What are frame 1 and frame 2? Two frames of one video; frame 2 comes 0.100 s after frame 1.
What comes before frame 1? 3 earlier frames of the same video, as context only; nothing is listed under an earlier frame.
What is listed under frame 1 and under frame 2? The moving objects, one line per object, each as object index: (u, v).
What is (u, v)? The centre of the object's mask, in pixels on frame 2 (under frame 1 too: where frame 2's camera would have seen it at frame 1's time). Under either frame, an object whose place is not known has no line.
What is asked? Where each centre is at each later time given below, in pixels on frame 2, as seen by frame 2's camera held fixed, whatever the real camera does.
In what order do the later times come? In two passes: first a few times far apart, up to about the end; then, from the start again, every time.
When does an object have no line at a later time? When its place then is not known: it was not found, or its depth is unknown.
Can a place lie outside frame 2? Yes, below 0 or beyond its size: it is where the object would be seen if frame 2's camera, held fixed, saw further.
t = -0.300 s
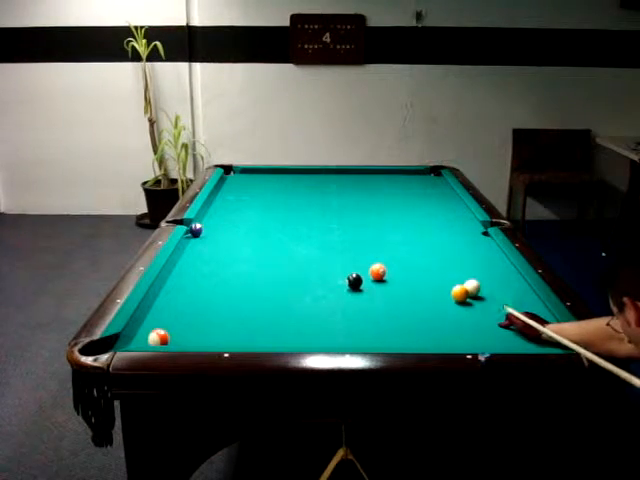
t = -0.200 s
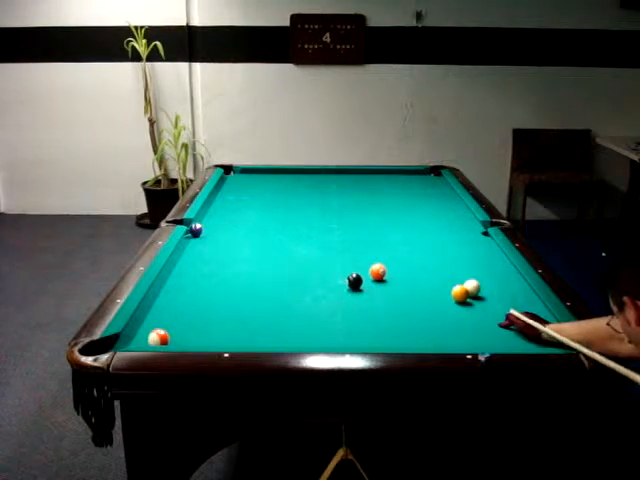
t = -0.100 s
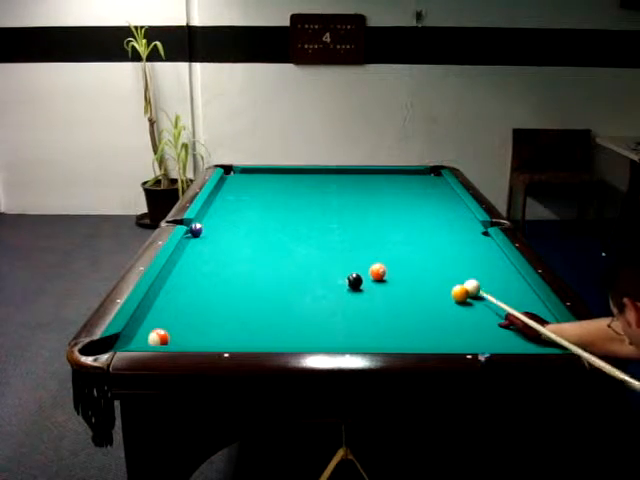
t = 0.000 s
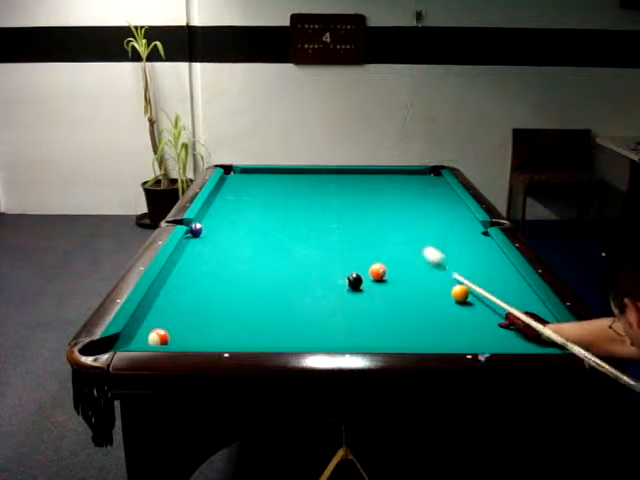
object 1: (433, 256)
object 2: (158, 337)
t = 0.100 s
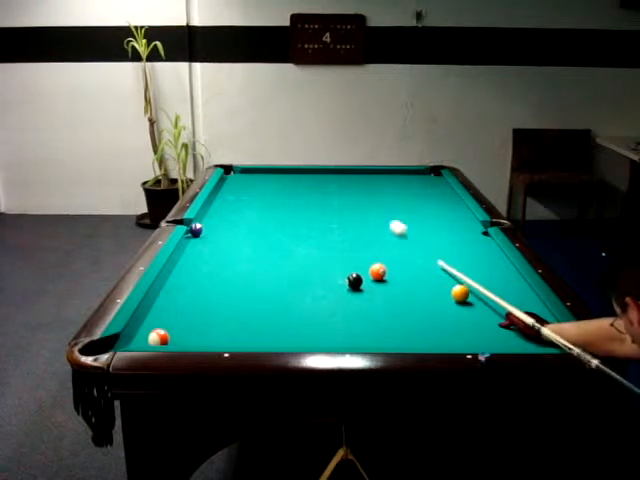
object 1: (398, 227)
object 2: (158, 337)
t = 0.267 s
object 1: (357, 195)
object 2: (158, 337)
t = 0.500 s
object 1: (321, 172)
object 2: (158, 337)
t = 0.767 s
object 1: (296, 190)
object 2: (158, 337)
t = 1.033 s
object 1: (266, 209)
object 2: (158, 337)
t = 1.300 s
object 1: (228, 233)
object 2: (158, 337)
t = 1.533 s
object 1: (187, 260)
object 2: (158, 337)
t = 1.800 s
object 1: (168, 293)
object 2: (158, 337)
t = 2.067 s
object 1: (173, 331)
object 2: (157, 337)
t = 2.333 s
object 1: (227, 339)
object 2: (125, 339)
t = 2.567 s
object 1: (283, 331)
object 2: (131, 339)
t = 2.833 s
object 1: (341, 321)
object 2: (143, 339)
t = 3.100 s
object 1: (393, 311)
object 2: (153, 340)
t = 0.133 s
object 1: (388, 220)
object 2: (158, 337)
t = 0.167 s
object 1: (379, 213)
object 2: (158, 337)
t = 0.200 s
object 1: (371, 207)
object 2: (158, 337)
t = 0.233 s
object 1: (364, 201)
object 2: (158, 337)
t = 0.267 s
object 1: (357, 195)
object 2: (158, 337)
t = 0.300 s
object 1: (351, 191)
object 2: (158, 337)
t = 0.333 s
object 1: (344, 185)
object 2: (158, 337)
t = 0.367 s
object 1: (338, 181)
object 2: (158, 337)
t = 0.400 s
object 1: (333, 177)
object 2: (158, 337)
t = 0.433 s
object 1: (328, 173)
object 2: (158, 337)
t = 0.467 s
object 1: (324, 170)
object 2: (158, 337)
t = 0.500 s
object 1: (321, 172)
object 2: (158, 337)
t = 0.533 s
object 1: (318, 174)
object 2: (158, 337)
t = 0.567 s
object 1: (315, 177)
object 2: (158, 337)
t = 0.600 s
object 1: (312, 179)
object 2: (158, 337)
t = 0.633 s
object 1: (309, 181)
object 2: (158, 337)
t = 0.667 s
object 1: (306, 183)
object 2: (158, 337)
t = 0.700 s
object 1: (303, 185)
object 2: (158, 337)
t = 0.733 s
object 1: (299, 187)
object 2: (158, 337)
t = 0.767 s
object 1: (296, 190)
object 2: (158, 337)
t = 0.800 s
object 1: (293, 191)
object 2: (158, 337)
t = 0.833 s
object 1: (289, 194)
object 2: (158, 337)
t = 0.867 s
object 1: (286, 196)
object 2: (158, 337)
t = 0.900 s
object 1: (281, 199)
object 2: (158, 337)
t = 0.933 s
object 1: (278, 202)
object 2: (158, 337)
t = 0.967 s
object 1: (274, 204)
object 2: (158, 337)
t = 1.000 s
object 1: (270, 207)
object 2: (158, 337)
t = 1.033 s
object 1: (266, 209)
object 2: (158, 337)
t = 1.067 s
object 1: (262, 212)
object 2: (158, 337)
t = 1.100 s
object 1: (257, 215)
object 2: (158, 337)
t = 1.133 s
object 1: (252, 217)
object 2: (158, 337)
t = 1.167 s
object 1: (248, 221)
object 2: (158, 337)
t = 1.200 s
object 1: (243, 223)
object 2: (158, 337)
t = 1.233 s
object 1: (238, 227)
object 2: (158, 337)
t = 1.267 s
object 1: (233, 230)
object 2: (158, 337)
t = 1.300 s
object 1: (228, 233)
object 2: (158, 337)
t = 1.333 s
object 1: (223, 237)
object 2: (158, 337)
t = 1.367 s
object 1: (217, 240)
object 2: (158, 337)
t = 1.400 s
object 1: (212, 244)
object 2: (158, 337)
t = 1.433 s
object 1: (206, 248)
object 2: (158, 337)
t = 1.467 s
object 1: (200, 251)
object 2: (158, 337)
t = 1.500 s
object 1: (193, 256)
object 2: (158, 337)
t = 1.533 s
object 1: (187, 260)
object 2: (158, 337)
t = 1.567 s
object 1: (180, 264)
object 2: (158, 337)
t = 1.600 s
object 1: (173, 269)
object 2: (158, 337)
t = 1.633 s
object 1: (167, 273)
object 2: (158, 337)
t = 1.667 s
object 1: (167, 277)
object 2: (158, 337)
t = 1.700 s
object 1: (167, 281)
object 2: (158, 337)
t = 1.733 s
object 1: (168, 285)
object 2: (158, 337)
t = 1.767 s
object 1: (168, 289)
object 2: (158, 337)
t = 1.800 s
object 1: (168, 293)
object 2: (158, 337)
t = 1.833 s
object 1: (168, 298)
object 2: (158, 337)
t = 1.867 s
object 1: (169, 303)
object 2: (158, 337)
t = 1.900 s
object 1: (169, 307)
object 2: (158, 337)
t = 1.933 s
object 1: (169, 311)
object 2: (158, 337)
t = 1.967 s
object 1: (170, 316)
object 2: (158, 337)
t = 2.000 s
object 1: (171, 321)
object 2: (158, 337)
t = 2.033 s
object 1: (171, 326)
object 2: (158, 337)
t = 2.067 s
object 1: (173, 331)
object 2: (157, 337)
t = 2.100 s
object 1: (178, 333)
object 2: (151, 339)
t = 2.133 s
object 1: (184, 335)
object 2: (146, 341)
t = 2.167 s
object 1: (190, 336)
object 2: (141, 340)
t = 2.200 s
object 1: (196, 338)
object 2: (137, 340)
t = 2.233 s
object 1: (203, 340)
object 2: (134, 340)
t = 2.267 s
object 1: (210, 341)
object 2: (131, 340)
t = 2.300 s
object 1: (219, 340)
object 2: (128, 339)
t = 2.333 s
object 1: (227, 339)
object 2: (125, 339)
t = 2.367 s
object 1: (235, 338)
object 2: (122, 338)
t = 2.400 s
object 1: (244, 337)
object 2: (123, 339)
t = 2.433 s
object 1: (252, 336)
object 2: (125, 339)
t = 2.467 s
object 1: (259, 334)
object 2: (126, 339)
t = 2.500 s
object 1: (268, 334)
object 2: (128, 339)
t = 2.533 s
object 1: (275, 332)
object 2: (130, 339)
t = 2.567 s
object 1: (283, 331)
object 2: (131, 339)
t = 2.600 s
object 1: (290, 330)
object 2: (133, 339)
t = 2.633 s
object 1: (298, 328)
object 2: (134, 339)
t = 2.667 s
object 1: (305, 328)
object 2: (135, 339)
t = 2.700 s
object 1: (313, 326)
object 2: (137, 339)
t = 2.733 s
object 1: (320, 324)
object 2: (138, 339)
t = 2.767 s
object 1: (327, 323)
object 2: (140, 339)
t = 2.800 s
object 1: (334, 322)
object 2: (142, 340)
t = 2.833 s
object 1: (341, 321)
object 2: (143, 339)
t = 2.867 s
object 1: (347, 320)
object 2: (144, 340)
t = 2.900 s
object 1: (354, 318)
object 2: (145, 340)
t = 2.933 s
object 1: (361, 317)
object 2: (147, 340)
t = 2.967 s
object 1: (368, 316)
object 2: (148, 340)
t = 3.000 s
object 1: (374, 315)
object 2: (150, 340)
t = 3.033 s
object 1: (380, 314)
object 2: (151, 340)
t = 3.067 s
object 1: (386, 312)
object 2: (153, 340)
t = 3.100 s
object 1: (393, 311)
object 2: (153, 340)
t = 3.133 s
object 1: (399, 310)
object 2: (155, 340)
